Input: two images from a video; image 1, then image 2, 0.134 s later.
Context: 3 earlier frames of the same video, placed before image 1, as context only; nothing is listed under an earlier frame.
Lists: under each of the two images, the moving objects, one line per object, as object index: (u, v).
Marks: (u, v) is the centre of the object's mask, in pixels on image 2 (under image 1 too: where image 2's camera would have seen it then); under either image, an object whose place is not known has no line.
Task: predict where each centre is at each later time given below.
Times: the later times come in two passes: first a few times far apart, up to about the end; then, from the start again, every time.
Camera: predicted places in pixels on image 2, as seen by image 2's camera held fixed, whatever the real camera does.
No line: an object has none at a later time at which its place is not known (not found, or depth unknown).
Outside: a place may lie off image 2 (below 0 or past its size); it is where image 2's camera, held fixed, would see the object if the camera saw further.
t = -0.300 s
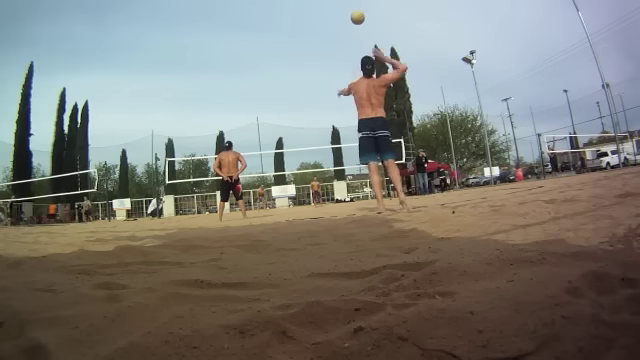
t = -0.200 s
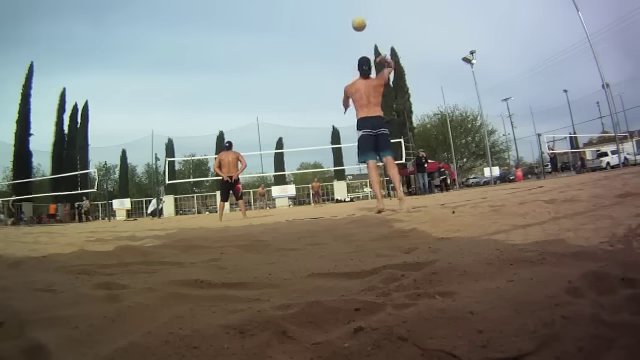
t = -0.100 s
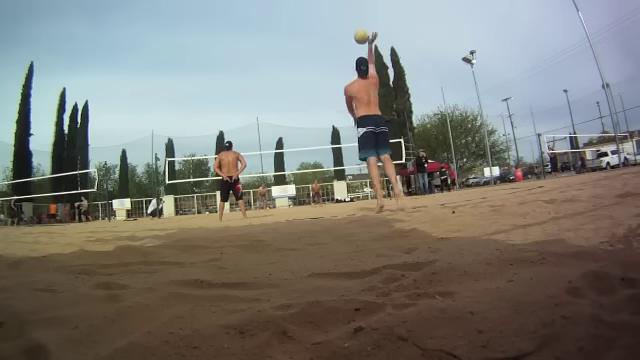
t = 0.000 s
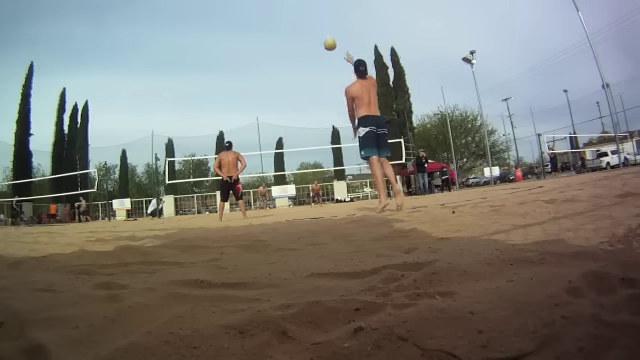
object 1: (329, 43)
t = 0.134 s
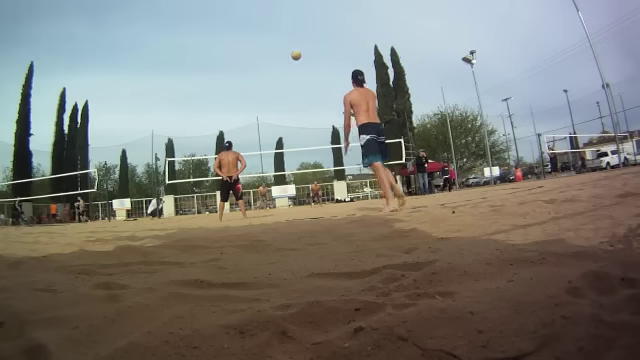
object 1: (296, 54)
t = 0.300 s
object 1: (270, 72)
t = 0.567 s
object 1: (244, 105)
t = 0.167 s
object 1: (289, 58)
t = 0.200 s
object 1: (284, 61)
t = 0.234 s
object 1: (278, 66)
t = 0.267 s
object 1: (274, 69)
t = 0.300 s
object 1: (270, 72)
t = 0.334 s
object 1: (266, 76)
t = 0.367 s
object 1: (262, 81)
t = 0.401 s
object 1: (259, 85)
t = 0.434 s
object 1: (255, 89)
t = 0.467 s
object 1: (252, 93)
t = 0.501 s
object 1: (249, 97)
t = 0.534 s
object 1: (247, 101)
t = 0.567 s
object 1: (244, 105)
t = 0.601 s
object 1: (242, 109)
